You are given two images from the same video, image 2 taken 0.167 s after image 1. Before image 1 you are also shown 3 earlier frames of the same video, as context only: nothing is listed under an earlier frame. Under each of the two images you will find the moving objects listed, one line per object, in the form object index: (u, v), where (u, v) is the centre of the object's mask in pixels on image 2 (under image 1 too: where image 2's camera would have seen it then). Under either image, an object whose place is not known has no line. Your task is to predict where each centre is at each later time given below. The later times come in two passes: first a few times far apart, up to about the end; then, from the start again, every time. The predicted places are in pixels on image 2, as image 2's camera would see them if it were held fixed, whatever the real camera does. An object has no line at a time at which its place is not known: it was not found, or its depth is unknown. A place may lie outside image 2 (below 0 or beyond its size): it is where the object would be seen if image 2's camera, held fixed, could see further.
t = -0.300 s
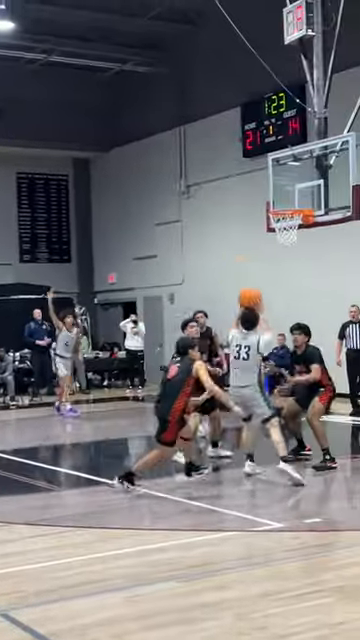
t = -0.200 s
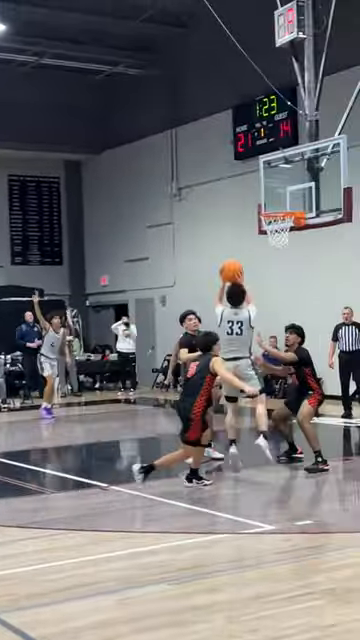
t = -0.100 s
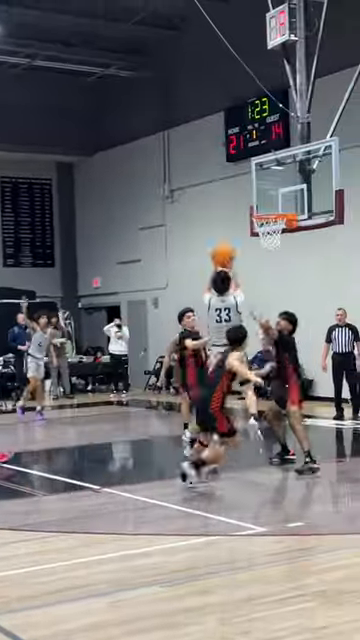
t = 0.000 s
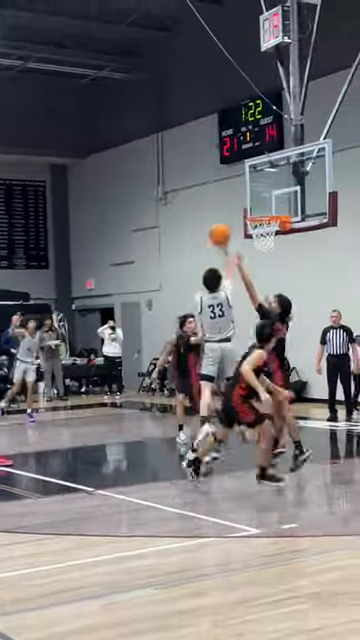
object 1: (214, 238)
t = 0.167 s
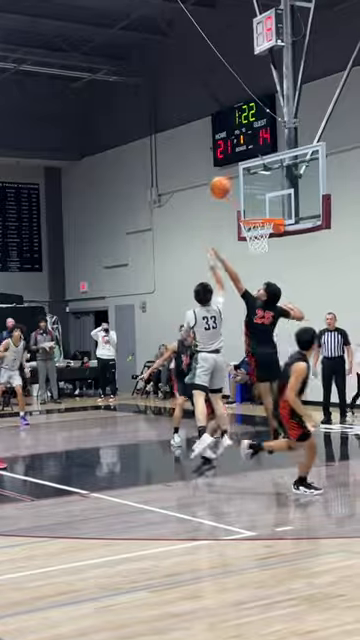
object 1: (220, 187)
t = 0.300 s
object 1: (225, 169)
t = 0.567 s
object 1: (237, 173)
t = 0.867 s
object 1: (258, 208)
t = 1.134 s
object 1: (265, 208)
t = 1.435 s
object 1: (253, 225)
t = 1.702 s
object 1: (267, 240)
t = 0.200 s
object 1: (221, 180)
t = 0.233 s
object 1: (223, 175)
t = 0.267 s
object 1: (224, 171)
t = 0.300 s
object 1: (225, 169)
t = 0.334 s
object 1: (227, 165)
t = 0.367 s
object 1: (228, 164)
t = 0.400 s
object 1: (230, 164)
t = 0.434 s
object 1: (231, 164)
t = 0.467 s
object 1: (233, 164)
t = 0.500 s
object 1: (234, 166)
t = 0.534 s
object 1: (236, 169)
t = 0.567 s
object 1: (237, 173)
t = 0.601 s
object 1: (238, 177)
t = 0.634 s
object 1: (240, 182)
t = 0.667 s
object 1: (241, 188)
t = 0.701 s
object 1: (243, 194)
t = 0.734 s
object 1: (244, 202)
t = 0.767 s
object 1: (246, 209)
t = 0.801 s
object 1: (248, 212)
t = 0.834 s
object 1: (253, 209)
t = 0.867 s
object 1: (258, 208)
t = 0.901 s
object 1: (262, 207)
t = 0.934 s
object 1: (267, 206)
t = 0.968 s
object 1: (271, 206)
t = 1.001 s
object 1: (271, 206)
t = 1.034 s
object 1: (270, 206)
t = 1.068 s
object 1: (269, 206)
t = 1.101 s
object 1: (267, 207)
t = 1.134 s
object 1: (265, 208)
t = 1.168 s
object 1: (263, 211)
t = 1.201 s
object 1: (260, 212)
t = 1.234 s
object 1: (256, 212)
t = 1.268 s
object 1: (253, 213)
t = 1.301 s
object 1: (250, 218)
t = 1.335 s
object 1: (249, 219)
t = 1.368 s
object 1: (251, 220)
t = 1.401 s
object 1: (253, 223)
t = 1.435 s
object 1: (253, 225)
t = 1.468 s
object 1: (256, 226)
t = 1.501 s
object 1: (259, 229)
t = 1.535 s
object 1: (263, 232)
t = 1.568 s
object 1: (265, 233)
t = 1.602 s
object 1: (266, 235)
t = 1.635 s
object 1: (267, 236)
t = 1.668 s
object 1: (267, 237)
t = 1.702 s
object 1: (267, 240)
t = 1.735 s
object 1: (266, 242)
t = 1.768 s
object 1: (266, 247)
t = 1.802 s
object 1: (265, 251)
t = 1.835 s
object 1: (265, 255)
